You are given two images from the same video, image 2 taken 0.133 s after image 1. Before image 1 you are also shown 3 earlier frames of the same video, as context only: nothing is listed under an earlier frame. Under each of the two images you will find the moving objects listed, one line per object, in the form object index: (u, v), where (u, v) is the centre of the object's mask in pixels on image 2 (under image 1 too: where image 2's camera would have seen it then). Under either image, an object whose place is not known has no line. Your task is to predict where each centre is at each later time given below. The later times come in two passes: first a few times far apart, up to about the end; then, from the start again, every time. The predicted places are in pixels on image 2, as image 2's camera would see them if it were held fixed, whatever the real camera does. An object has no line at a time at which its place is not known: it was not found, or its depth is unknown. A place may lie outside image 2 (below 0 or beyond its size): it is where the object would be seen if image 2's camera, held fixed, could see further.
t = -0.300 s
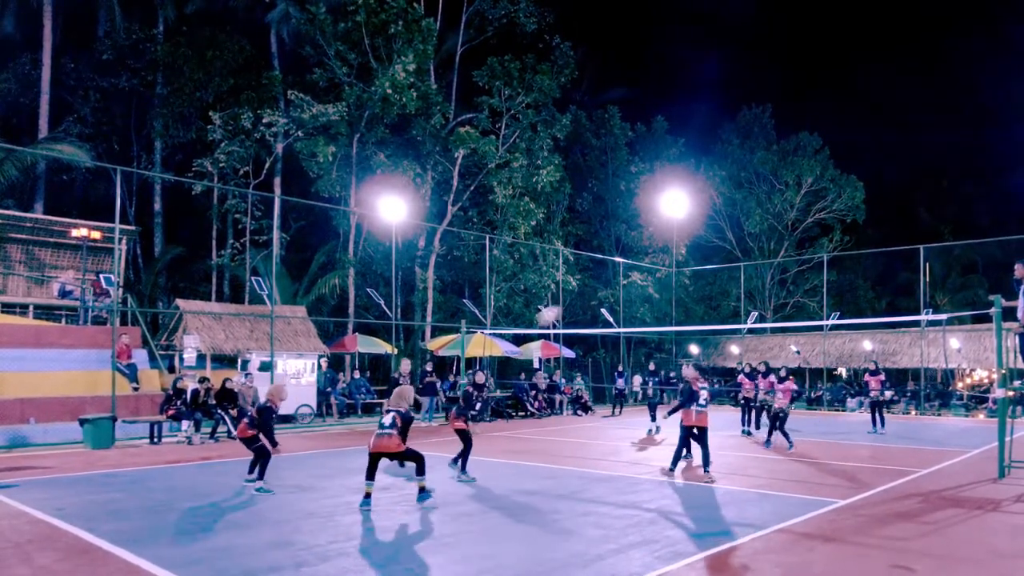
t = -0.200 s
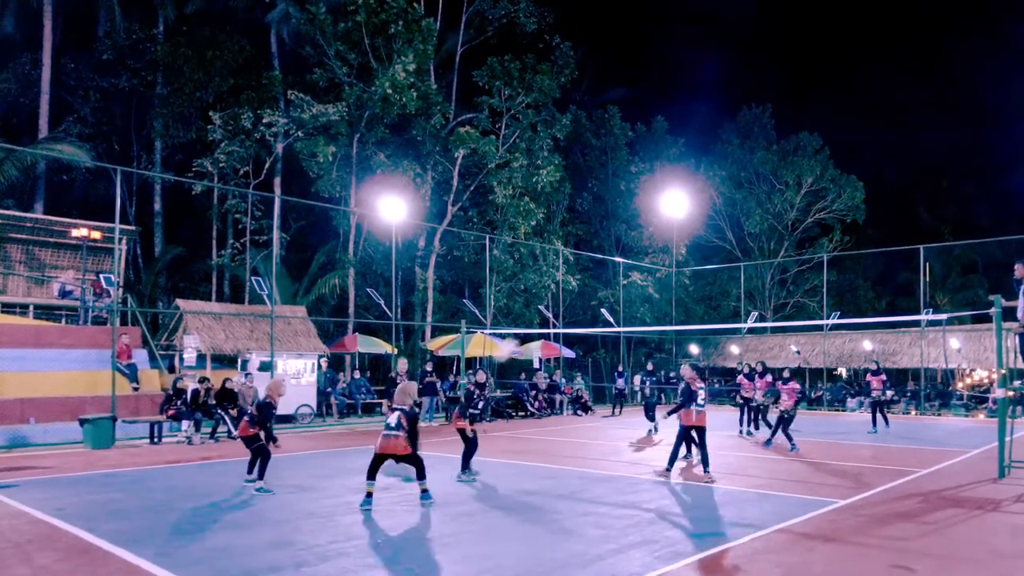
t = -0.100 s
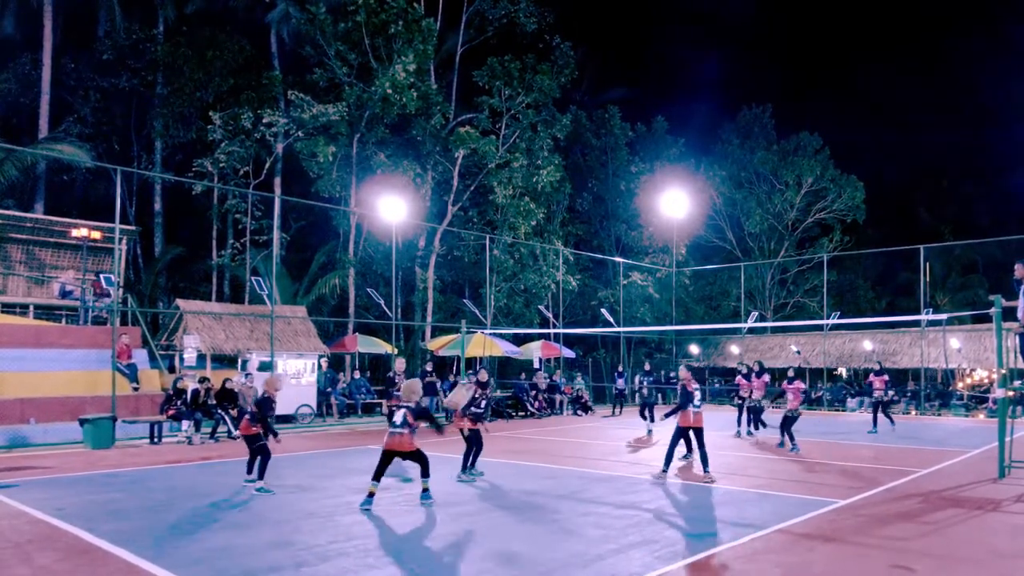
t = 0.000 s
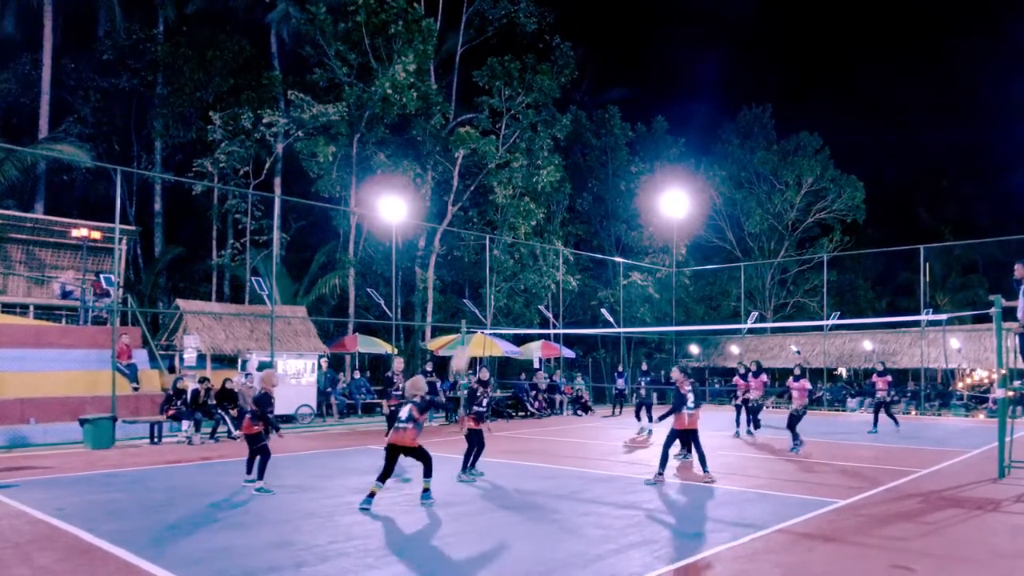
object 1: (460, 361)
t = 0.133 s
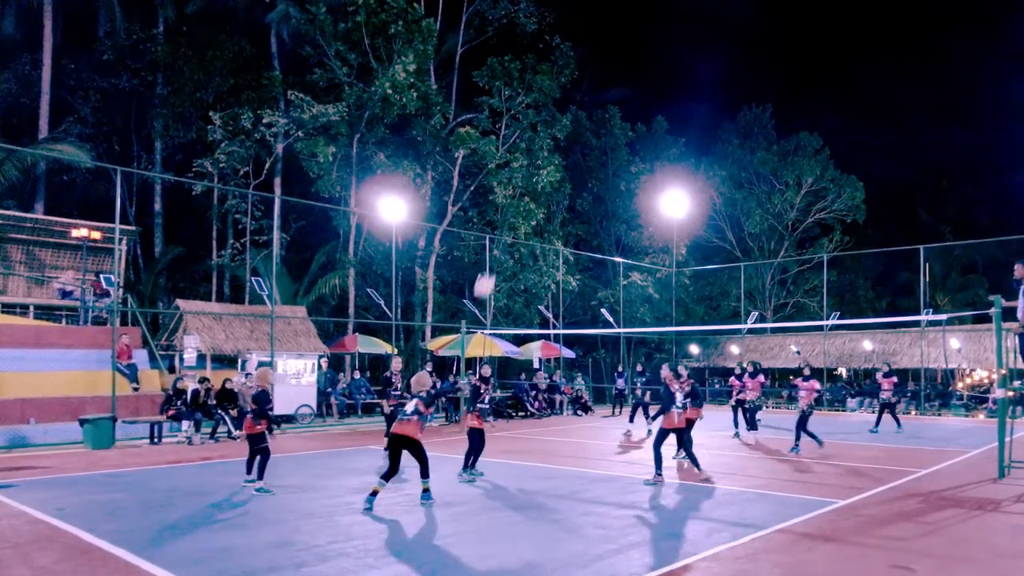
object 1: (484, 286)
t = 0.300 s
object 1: (511, 218)
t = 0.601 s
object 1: (555, 161)
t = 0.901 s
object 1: (594, 176)
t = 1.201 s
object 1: (628, 249)
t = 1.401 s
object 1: (650, 324)
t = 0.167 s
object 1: (490, 270)
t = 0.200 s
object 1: (496, 255)
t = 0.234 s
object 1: (501, 241)
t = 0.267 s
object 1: (506, 229)
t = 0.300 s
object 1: (511, 218)
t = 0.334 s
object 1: (517, 207)
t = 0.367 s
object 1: (521, 198)
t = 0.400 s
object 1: (526, 190)
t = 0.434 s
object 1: (531, 183)
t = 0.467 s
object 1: (536, 177)
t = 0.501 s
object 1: (540, 172)
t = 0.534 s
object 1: (545, 168)
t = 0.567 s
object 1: (550, 164)
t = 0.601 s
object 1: (555, 161)
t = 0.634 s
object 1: (559, 160)
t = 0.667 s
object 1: (564, 159)
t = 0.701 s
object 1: (568, 159)
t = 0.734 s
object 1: (572, 160)
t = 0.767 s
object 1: (577, 161)
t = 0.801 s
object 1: (581, 164)
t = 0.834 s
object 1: (585, 167)
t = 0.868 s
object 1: (590, 171)
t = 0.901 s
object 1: (594, 176)
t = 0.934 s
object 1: (598, 181)
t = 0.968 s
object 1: (601, 187)
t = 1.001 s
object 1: (605, 194)
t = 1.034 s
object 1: (609, 201)
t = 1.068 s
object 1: (614, 210)
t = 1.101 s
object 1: (617, 219)
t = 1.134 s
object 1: (621, 229)
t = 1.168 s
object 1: (625, 239)
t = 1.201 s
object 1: (628, 249)
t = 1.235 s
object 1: (632, 260)
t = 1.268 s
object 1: (635, 272)
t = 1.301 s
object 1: (639, 284)
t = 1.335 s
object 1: (643, 298)
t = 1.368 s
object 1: (646, 311)
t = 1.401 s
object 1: (650, 324)
